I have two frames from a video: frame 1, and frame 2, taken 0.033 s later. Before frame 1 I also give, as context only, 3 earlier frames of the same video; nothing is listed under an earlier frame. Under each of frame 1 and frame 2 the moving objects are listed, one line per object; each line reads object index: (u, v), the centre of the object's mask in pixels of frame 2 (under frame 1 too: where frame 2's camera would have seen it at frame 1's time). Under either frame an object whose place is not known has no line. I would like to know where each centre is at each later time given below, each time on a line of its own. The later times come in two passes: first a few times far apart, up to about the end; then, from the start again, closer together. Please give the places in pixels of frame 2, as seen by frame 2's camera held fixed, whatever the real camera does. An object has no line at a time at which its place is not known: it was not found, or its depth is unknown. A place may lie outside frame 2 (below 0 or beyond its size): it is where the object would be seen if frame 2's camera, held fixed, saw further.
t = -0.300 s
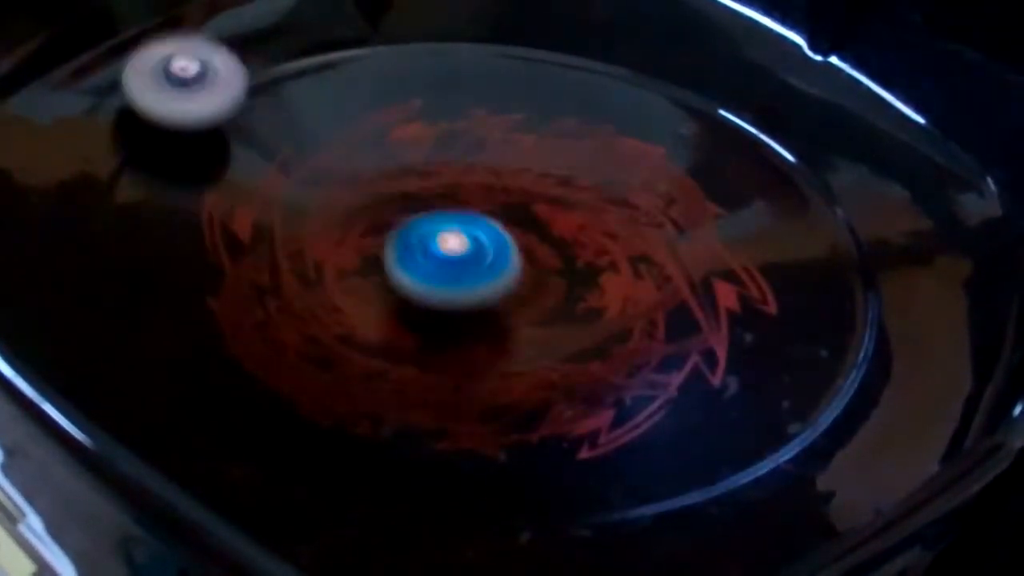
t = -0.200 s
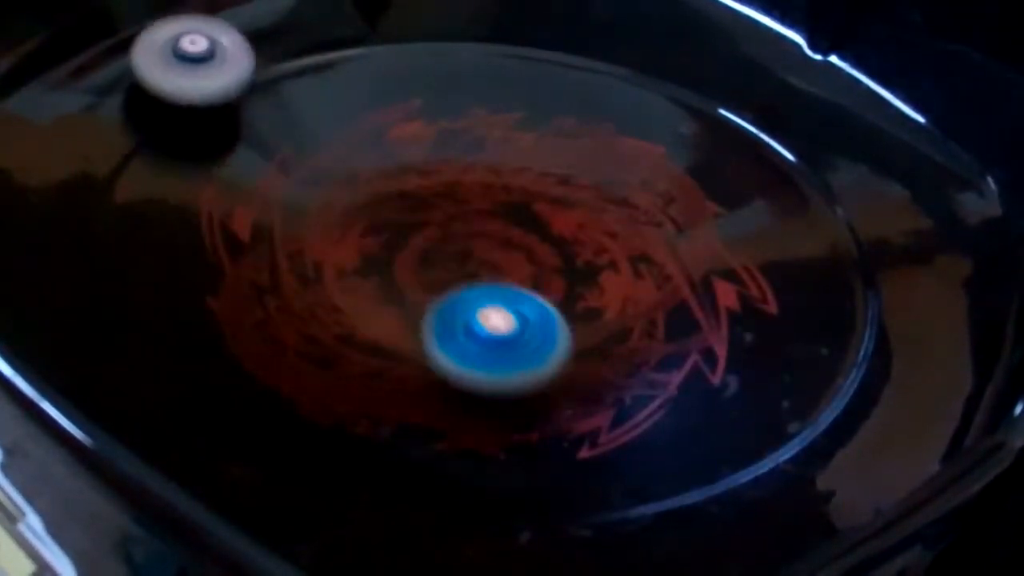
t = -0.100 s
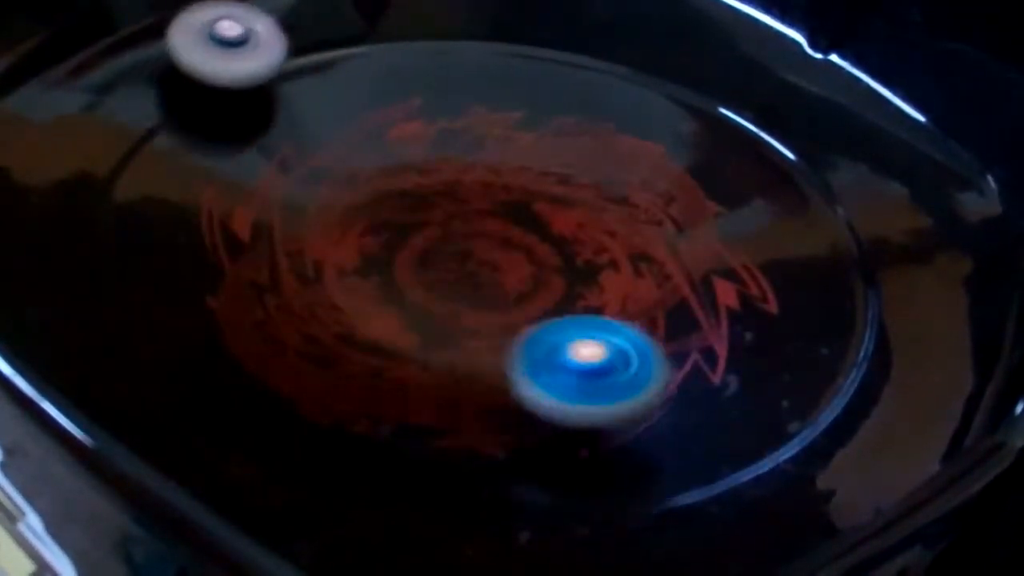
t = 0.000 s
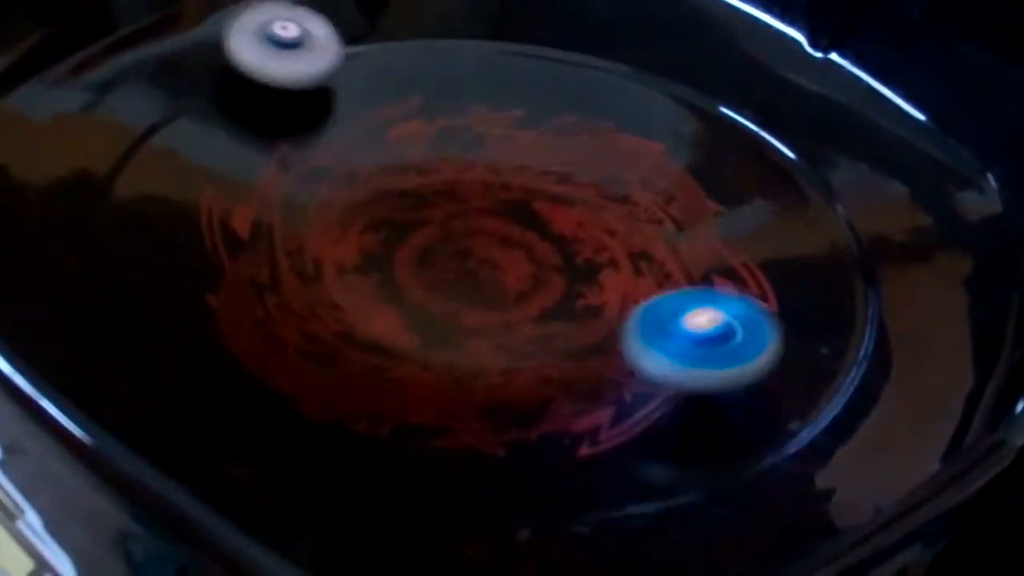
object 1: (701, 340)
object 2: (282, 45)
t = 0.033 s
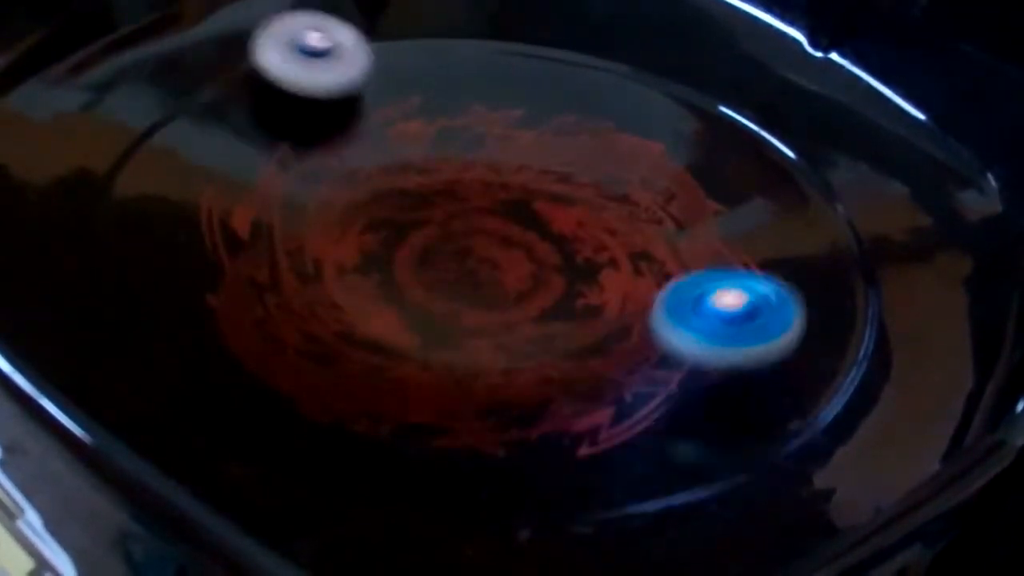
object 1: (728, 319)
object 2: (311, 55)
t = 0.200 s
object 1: (681, 200)
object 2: (473, 151)
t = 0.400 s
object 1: (753, 90)
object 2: (122, 242)
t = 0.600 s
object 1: (611, 69)
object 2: (58, 264)
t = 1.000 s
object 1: (652, 261)
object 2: (282, 272)
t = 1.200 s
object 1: (797, 208)
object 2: (434, 316)
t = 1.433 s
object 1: (597, 161)
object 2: (557, 380)
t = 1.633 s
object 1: (431, 248)
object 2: (512, 353)
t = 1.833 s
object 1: (249, 267)
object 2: (542, 374)
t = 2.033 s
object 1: (266, 359)
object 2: (490, 317)
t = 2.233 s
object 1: (489, 367)
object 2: (561, 256)
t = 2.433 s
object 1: (503, 229)
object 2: (685, 209)
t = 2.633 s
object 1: (408, 115)
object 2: (685, 249)
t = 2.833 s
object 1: (240, 87)
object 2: (582, 281)
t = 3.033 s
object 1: (226, 203)
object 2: (510, 223)
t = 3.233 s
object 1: (455, 275)
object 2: (479, 137)
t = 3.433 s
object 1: (659, 234)
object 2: (539, 131)
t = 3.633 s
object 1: (934, 154)
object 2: (371, 131)
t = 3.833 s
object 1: (862, 156)
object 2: (176, 94)
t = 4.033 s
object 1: (824, 178)
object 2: (235, 132)
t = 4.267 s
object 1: (618, 248)
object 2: (420, 223)
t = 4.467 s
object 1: (651, 362)
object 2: (319, 259)
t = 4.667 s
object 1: (725, 391)
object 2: (255, 263)
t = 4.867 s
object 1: (616, 329)
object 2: (339, 257)
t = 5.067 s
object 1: (484, 304)
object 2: (336, 262)
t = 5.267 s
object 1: (389, 332)
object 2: (303, 229)
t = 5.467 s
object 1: (467, 327)
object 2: (416, 239)
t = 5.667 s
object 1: (464, 312)
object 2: (482, 224)
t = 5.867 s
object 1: (352, 289)
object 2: (598, 257)
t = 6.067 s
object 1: (396, 306)
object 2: (648, 316)
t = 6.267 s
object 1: (378, 254)
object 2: (509, 348)
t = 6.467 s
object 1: (325, 202)
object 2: (422, 303)
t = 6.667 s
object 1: (280, 199)
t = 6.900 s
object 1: (402, 232)
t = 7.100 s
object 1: (494, 170)
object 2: (484, 320)
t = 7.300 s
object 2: (494, 296)
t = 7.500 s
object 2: (502, 284)
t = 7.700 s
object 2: (546, 291)
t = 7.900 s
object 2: (580, 312)
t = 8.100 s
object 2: (565, 321)
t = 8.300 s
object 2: (534, 327)
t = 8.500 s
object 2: (517, 323)
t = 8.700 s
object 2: (490, 319)
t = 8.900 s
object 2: (478, 311)
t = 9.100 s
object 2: (446, 301)
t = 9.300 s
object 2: (410, 309)
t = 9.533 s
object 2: (318, 284)
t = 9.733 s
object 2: (341, 219)
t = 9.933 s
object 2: (252, 308)
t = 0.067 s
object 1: (742, 293)
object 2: (343, 68)
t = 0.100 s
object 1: (743, 267)
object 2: (377, 85)
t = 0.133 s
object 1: (732, 242)
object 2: (410, 105)
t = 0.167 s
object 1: (710, 220)
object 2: (443, 128)
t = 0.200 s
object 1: (681, 200)
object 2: (473, 151)
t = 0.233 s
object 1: (646, 184)
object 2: (500, 173)
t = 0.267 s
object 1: (672, 155)
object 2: (457, 186)
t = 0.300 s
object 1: (736, 128)
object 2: (367, 205)
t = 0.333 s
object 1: (775, 105)
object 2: (277, 227)
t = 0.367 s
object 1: (768, 89)
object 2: (194, 236)
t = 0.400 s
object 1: (753, 90)
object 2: (122, 242)
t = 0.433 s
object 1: (730, 85)
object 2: (78, 238)
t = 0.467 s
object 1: (709, 81)
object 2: (58, 248)
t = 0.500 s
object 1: (690, 75)
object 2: (50, 253)
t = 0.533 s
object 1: (669, 68)
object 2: (48, 259)
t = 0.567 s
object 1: (643, 66)
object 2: (50, 263)
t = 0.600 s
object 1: (611, 69)
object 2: (58, 264)
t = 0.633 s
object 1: (578, 78)
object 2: (69, 263)
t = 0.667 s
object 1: (544, 91)
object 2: (87, 260)
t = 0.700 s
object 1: (512, 108)
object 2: (115, 261)
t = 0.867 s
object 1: (433, 217)
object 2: (295, 249)
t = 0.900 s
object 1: (483, 226)
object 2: (292, 251)
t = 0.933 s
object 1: (545, 236)
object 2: (282, 258)
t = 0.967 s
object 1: (602, 248)
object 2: (278, 264)
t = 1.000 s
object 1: (652, 261)
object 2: (282, 272)
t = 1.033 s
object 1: (698, 265)
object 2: (295, 278)
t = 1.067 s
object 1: (732, 260)
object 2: (318, 284)
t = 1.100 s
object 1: (756, 252)
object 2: (346, 291)
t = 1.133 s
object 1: (775, 239)
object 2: (376, 298)
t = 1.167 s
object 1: (789, 225)
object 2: (406, 306)
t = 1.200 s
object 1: (797, 208)
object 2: (434, 316)
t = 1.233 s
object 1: (795, 191)
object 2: (462, 329)
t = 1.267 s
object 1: (781, 174)
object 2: (489, 343)
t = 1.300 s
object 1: (755, 161)
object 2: (513, 355)
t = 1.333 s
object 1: (721, 153)
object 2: (532, 365)
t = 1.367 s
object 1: (682, 151)
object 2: (546, 373)
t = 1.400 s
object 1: (640, 154)
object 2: (555, 378)
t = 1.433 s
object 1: (597, 161)
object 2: (557, 380)
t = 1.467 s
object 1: (556, 169)
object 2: (556, 381)
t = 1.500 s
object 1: (521, 178)
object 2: (551, 379)
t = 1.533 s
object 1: (493, 191)
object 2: (544, 375)
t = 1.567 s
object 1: (469, 207)
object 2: (533, 369)
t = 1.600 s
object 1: (449, 226)
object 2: (522, 361)
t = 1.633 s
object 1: (431, 248)
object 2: (512, 353)
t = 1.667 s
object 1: (408, 265)
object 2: (509, 347)
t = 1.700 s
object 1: (365, 260)
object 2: (525, 360)
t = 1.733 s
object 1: (321, 260)
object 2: (539, 369)
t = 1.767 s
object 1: (283, 259)
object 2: (547, 374)
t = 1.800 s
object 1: (261, 261)
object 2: (548, 375)
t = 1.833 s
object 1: (249, 267)
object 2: (542, 374)
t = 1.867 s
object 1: (242, 278)
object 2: (529, 370)
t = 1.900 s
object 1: (241, 290)
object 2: (515, 363)
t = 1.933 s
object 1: (242, 306)
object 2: (502, 355)
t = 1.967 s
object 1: (246, 321)
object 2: (494, 343)
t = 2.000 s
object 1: (253, 339)
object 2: (490, 331)
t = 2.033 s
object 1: (266, 359)
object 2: (490, 317)
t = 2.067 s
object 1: (292, 377)
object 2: (493, 307)
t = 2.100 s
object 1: (330, 390)
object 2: (501, 296)
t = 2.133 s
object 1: (373, 394)
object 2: (512, 285)
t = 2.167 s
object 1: (417, 391)
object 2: (526, 275)
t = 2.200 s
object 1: (456, 381)
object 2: (542, 265)
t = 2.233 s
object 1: (489, 367)
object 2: (561, 256)
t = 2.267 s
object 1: (513, 347)
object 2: (582, 247)
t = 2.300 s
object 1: (527, 322)
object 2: (604, 238)
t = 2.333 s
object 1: (532, 296)
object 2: (626, 228)
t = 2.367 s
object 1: (529, 273)
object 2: (649, 220)
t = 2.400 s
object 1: (517, 250)
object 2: (669, 213)
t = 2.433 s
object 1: (503, 229)
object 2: (685, 209)
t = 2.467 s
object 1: (488, 208)
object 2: (696, 208)
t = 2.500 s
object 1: (473, 188)
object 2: (702, 211)
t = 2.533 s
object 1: (459, 169)
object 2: (703, 218)
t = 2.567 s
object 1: (444, 150)
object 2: (701, 226)
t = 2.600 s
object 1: (428, 131)
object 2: (695, 237)
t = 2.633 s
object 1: (408, 115)
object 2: (685, 249)
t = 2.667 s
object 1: (384, 103)
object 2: (673, 262)
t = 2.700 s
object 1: (358, 95)
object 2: (657, 272)
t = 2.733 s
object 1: (329, 89)
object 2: (638, 279)
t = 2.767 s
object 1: (299, 84)
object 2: (618, 283)
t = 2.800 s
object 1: (268, 84)
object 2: (600, 284)
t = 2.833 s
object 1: (240, 87)
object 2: (582, 281)
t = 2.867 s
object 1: (216, 95)
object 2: (567, 277)
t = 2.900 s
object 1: (198, 109)
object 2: (554, 270)
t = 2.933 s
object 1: (189, 128)
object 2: (540, 260)
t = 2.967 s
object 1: (192, 151)
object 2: (529, 249)
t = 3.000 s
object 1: (204, 176)
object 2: (519, 236)
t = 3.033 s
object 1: (226, 203)
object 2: (510, 223)
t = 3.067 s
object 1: (255, 230)
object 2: (503, 209)
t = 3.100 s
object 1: (290, 253)
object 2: (495, 194)
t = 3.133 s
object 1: (332, 269)
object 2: (489, 180)
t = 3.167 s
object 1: (376, 276)
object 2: (484, 166)
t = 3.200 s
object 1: (418, 278)
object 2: (479, 151)
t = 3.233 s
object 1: (455, 275)
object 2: (479, 137)
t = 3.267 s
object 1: (491, 270)
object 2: (483, 126)
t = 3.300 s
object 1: (526, 264)
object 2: (490, 119)
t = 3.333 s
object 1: (561, 258)
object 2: (500, 116)
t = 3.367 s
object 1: (594, 251)
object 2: (510, 117)
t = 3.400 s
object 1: (627, 245)
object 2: (524, 123)
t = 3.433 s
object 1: (659, 234)
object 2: (539, 131)
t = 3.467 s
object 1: (680, 219)
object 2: (554, 141)
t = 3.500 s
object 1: (693, 199)
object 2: (572, 153)
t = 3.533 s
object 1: (715, 178)
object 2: (572, 163)
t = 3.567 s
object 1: (809, 173)
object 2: (500, 153)
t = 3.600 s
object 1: (881, 162)
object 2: (432, 143)
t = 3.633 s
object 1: (934, 154)
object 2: (371, 131)
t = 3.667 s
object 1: (932, 153)
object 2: (316, 118)
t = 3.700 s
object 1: (915, 157)
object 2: (272, 108)
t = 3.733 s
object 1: (898, 157)
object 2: (236, 102)
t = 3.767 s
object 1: (884, 156)
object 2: (209, 98)
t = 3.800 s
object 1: (872, 156)
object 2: (189, 96)
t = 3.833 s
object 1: (862, 156)
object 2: (176, 94)
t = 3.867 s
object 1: (857, 158)
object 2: (170, 95)
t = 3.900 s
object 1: (855, 159)
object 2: (176, 99)
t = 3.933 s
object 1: (854, 162)
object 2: (186, 106)
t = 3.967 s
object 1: (851, 167)
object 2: (199, 113)
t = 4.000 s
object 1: (842, 171)
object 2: (216, 122)
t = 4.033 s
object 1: (824, 178)
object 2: (235, 132)
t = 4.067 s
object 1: (802, 184)
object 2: (258, 145)
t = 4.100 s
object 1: (777, 192)
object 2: (283, 158)
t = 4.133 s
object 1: (748, 201)
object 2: (313, 175)
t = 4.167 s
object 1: (716, 212)
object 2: (343, 189)
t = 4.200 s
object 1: (682, 224)
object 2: (373, 200)
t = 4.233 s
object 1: (648, 236)
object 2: (399, 211)
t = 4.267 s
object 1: (618, 248)
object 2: (420, 223)
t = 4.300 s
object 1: (592, 262)
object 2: (437, 234)
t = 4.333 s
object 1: (579, 281)
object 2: (444, 243)
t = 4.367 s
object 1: (605, 311)
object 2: (413, 244)
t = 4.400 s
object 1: (622, 335)
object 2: (381, 248)
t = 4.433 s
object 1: (635, 351)
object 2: (349, 254)
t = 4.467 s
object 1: (651, 362)
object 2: (319, 259)
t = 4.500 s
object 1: (668, 371)
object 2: (294, 263)
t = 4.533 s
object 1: (684, 380)
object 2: (275, 265)
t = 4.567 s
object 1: (701, 388)
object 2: (263, 266)
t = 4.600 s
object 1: (715, 392)
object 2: (256, 265)
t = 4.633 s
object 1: (724, 393)
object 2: (253, 264)
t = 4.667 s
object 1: (725, 391)
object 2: (255, 263)
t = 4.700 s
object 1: (720, 386)
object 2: (261, 262)
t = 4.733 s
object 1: (709, 379)
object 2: (271, 259)
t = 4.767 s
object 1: (693, 368)
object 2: (284, 257)
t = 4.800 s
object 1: (671, 357)
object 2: (301, 256)
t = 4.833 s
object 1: (645, 343)
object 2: (320, 256)
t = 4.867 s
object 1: (616, 329)
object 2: (339, 257)
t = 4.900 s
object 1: (581, 314)
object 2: (357, 259)
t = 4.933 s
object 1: (547, 302)
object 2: (373, 263)
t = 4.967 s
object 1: (521, 295)
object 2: (380, 267)
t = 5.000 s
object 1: (517, 300)
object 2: (363, 264)
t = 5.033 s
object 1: (504, 303)
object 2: (348, 262)
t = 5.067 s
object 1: (484, 304)
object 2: (336, 262)
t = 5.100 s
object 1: (458, 305)
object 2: (327, 263)
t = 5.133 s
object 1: (448, 313)
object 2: (308, 257)
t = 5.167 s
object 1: (434, 319)
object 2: (292, 248)
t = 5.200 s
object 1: (416, 322)
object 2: (286, 240)
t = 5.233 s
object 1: (398, 327)
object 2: (290, 234)
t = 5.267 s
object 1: (389, 332)
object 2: (303, 229)
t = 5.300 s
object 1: (390, 337)
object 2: (322, 226)
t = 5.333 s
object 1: (400, 342)
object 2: (342, 225)
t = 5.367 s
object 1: (419, 345)
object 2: (363, 226)
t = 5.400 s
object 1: (440, 344)
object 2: (381, 228)
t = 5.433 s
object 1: (458, 337)
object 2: (399, 233)
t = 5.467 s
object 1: (467, 327)
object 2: (416, 239)
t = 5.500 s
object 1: (479, 329)
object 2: (426, 236)
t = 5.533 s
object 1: (488, 332)
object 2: (433, 229)
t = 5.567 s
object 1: (492, 331)
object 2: (442, 225)
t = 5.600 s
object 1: (489, 325)
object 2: (452, 223)
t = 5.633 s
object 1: (479, 318)
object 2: (466, 223)
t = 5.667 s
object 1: (464, 312)
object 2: (482, 224)
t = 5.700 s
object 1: (445, 306)
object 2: (500, 227)
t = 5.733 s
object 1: (425, 300)
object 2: (518, 232)
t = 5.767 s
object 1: (405, 296)
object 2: (538, 237)
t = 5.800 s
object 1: (385, 292)
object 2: (558, 243)
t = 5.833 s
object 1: (366, 289)
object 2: (578, 250)
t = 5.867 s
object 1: (352, 289)
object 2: (598, 257)
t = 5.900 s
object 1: (345, 291)
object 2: (617, 266)
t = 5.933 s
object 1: (346, 296)
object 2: (635, 275)
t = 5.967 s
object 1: (355, 302)
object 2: (649, 284)
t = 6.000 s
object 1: (368, 307)
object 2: (655, 294)
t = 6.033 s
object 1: (383, 309)
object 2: (655, 305)
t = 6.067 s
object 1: (396, 306)
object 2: (648, 316)
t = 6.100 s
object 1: (402, 300)
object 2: (635, 327)
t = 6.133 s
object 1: (402, 291)
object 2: (617, 337)
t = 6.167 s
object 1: (398, 282)
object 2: (593, 345)
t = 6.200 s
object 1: (392, 271)
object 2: (567, 350)
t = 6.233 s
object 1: (385, 263)
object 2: (538, 351)
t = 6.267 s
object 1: (378, 254)
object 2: (509, 348)
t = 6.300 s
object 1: (370, 246)
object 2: (481, 342)
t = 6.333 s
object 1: (362, 238)
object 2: (457, 332)
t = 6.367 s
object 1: (354, 231)
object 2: (438, 321)
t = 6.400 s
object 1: (347, 224)
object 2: (423, 311)
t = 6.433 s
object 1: (341, 218)
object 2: (413, 300)
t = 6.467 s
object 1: (325, 202)
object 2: (422, 303)
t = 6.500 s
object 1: (309, 188)
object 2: (435, 307)
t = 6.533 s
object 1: (296, 177)
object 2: (450, 311)
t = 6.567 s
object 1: (289, 175)
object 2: (466, 315)
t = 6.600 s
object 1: (284, 178)
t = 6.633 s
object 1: (281, 186)
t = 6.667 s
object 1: (280, 199)
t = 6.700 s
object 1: (285, 215)
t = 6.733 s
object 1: (301, 231)
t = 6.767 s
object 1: (324, 242)
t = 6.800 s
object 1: (346, 247)
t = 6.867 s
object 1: (384, 240)
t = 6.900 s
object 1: (402, 232)
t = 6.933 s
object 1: (420, 223)
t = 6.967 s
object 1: (438, 212)
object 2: (483, 330)
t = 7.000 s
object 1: (455, 202)
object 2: (480, 328)
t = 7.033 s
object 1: (469, 191)
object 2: (479, 325)
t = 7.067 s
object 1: (482, 181)
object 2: (481, 323)
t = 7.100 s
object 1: (494, 170)
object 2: (484, 320)
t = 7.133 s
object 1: (505, 159)
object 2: (487, 317)
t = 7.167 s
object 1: (513, 147)
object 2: (490, 313)
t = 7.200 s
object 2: (493, 308)
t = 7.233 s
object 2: (494, 304)
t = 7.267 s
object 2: (495, 300)
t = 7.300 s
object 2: (494, 296)
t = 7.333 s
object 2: (494, 294)
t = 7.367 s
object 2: (495, 291)
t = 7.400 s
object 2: (496, 289)
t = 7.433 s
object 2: (497, 287)
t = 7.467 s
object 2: (499, 285)
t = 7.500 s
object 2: (502, 284)
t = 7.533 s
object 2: (505, 282)
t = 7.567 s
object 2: (508, 279)
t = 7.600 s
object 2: (512, 277)
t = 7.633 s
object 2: (525, 282)
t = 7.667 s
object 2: (537, 287)
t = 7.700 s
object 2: (546, 291)
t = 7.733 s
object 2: (552, 294)
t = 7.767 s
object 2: (557, 297)
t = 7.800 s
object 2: (562, 301)
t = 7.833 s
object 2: (568, 305)
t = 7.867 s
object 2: (574, 309)
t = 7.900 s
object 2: (580, 312)
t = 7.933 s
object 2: (585, 314)
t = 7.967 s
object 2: (587, 317)
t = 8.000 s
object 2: (585, 319)
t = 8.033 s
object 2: (580, 321)
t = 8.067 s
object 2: (573, 322)
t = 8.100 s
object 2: (565, 321)
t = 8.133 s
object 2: (557, 322)
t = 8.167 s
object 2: (550, 323)
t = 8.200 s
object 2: (543, 323)
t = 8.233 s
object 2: (539, 324)
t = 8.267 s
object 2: (536, 324)
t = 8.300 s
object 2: (534, 327)
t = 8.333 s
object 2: (533, 329)
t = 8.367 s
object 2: (531, 329)
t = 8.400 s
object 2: (528, 329)
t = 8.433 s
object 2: (524, 328)
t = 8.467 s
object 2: (521, 325)
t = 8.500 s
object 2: (517, 323)
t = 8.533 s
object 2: (511, 321)
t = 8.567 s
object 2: (506, 319)
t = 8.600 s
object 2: (501, 319)
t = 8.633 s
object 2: (496, 319)
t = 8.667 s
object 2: (492, 319)
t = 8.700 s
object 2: (490, 319)
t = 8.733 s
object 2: (488, 318)
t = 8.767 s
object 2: (486, 318)
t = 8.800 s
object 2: (485, 317)
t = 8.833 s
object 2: (483, 316)
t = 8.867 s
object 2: (481, 314)
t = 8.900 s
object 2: (478, 311)
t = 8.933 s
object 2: (473, 309)
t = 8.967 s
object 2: (467, 306)
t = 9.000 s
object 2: (462, 304)
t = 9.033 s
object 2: (455, 302)
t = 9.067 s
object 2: (450, 301)
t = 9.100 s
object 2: (446, 301)
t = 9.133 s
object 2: (444, 300)
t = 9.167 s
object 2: (442, 299)
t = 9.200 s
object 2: (440, 297)
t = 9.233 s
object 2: (438, 295)
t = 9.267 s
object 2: (429, 298)
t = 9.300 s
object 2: (410, 309)
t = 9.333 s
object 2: (392, 316)
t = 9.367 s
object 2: (378, 318)
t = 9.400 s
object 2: (363, 317)
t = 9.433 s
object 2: (349, 312)
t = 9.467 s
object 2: (337, 306)
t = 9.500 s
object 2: (326, 296)
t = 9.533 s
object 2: (318, 284)
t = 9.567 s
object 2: (313, 272)
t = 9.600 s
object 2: (312, 259)
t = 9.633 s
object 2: (314, 247)
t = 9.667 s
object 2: (320, 236)
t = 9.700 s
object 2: (330, 226)
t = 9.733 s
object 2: (341, 219)
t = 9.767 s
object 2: (354, 214)
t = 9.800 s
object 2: (361, 214)
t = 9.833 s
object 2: (328, 244)
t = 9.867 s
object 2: (295, 270)
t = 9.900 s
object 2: (270, 291)
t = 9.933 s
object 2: (252, 308)
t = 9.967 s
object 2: (244, 321)
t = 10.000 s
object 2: (241, 330)
